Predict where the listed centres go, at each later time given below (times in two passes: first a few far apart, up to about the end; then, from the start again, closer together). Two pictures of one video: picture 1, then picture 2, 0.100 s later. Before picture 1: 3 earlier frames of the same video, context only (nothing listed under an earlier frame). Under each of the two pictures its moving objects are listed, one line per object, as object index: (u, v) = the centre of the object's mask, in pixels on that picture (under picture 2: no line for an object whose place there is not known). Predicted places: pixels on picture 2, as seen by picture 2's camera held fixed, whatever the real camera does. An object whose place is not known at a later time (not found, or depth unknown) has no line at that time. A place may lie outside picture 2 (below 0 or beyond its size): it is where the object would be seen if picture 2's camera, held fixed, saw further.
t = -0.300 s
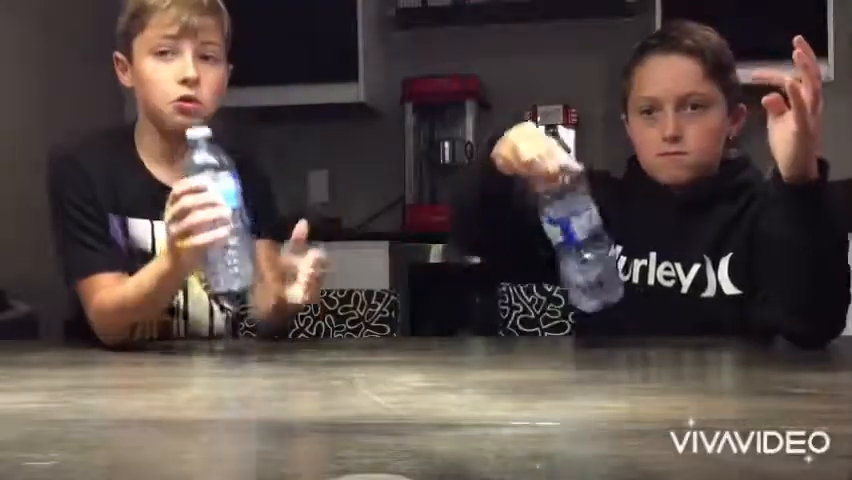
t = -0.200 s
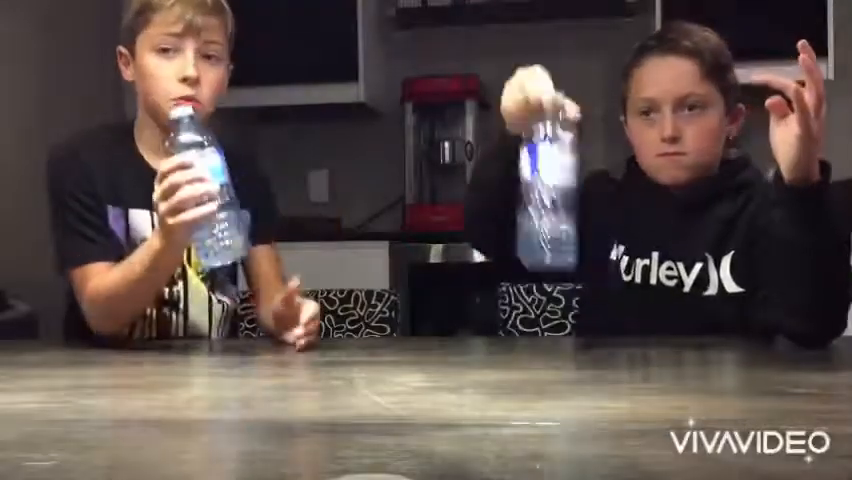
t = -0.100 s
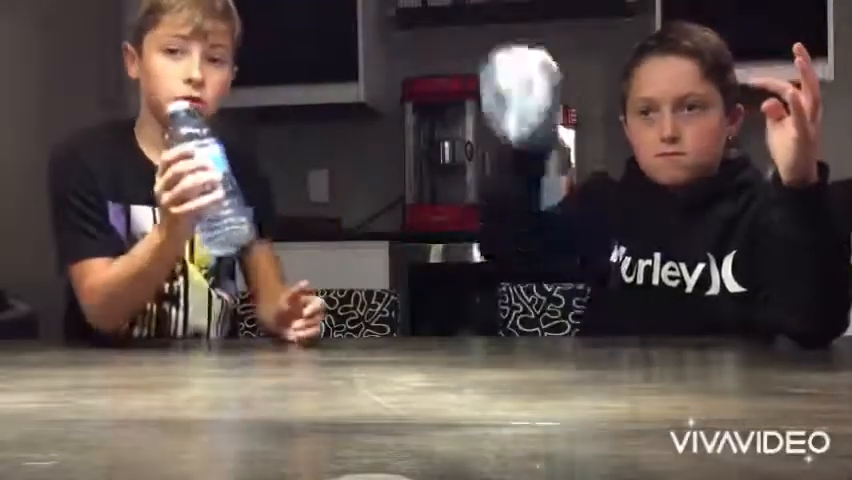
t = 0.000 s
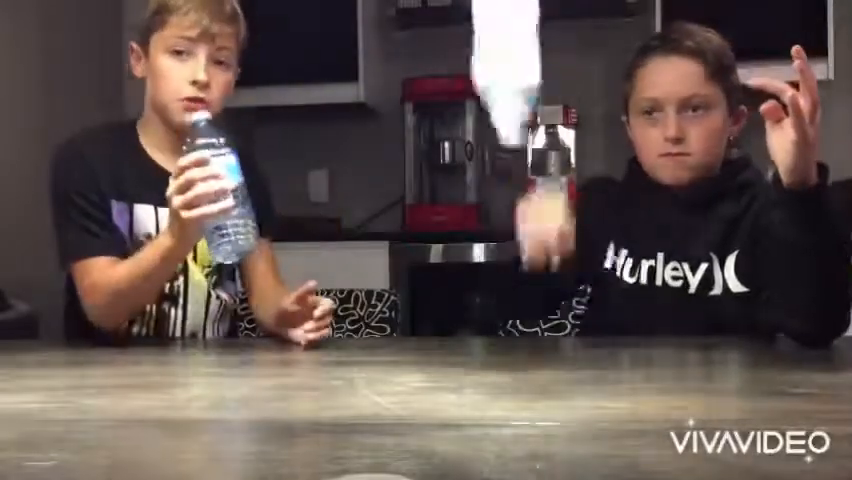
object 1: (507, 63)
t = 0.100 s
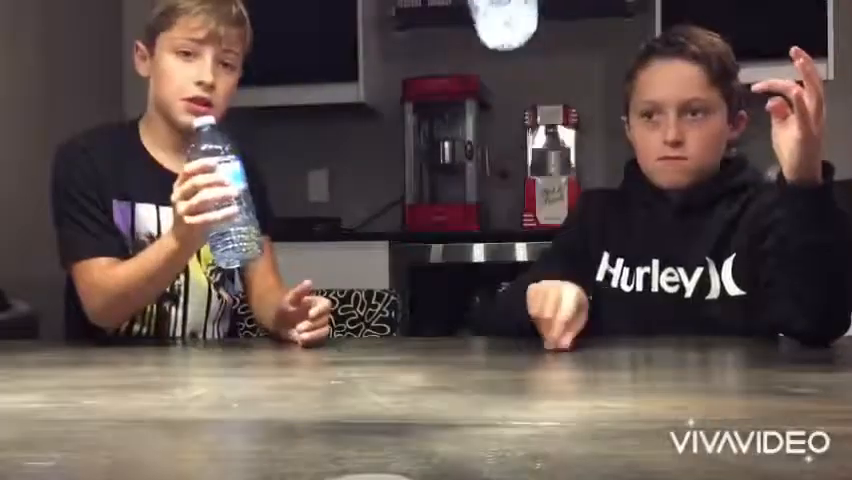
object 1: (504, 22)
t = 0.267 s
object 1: (494, 188)
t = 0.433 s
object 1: (489, 291)
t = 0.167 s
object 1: (499, 55)
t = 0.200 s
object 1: (495, 80)
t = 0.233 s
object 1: (494, 121)
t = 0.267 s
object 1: (494, 188)
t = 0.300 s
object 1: (494, 272)
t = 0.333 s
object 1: (491, 290)
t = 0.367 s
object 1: (488, 291)
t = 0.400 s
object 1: (488, 291)
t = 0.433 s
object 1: (489, 291)
